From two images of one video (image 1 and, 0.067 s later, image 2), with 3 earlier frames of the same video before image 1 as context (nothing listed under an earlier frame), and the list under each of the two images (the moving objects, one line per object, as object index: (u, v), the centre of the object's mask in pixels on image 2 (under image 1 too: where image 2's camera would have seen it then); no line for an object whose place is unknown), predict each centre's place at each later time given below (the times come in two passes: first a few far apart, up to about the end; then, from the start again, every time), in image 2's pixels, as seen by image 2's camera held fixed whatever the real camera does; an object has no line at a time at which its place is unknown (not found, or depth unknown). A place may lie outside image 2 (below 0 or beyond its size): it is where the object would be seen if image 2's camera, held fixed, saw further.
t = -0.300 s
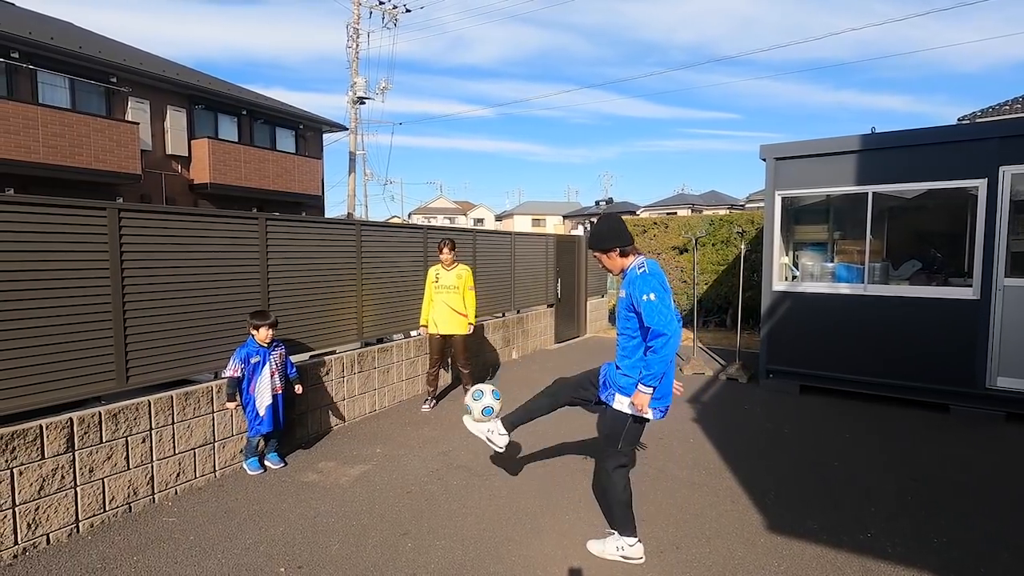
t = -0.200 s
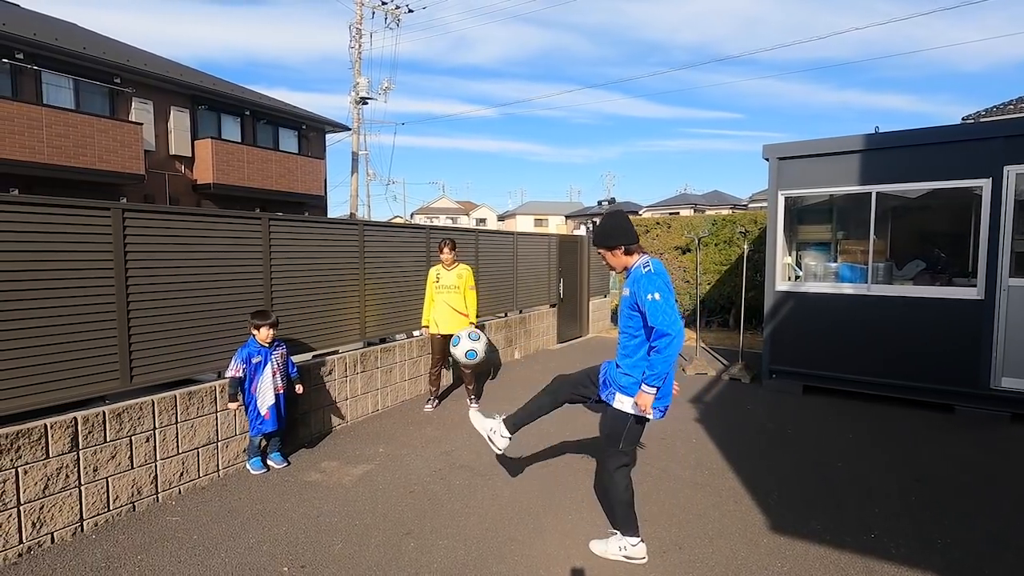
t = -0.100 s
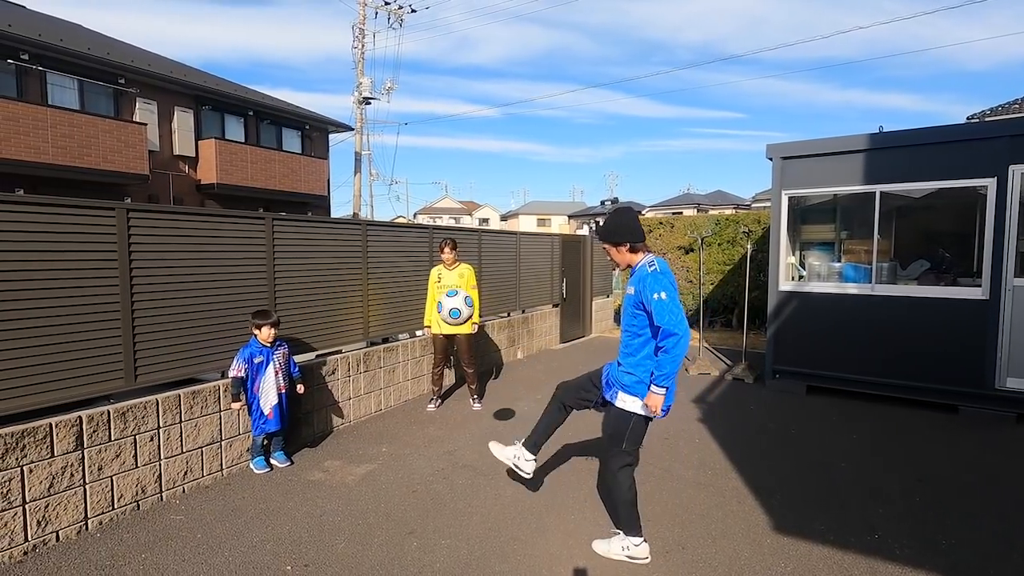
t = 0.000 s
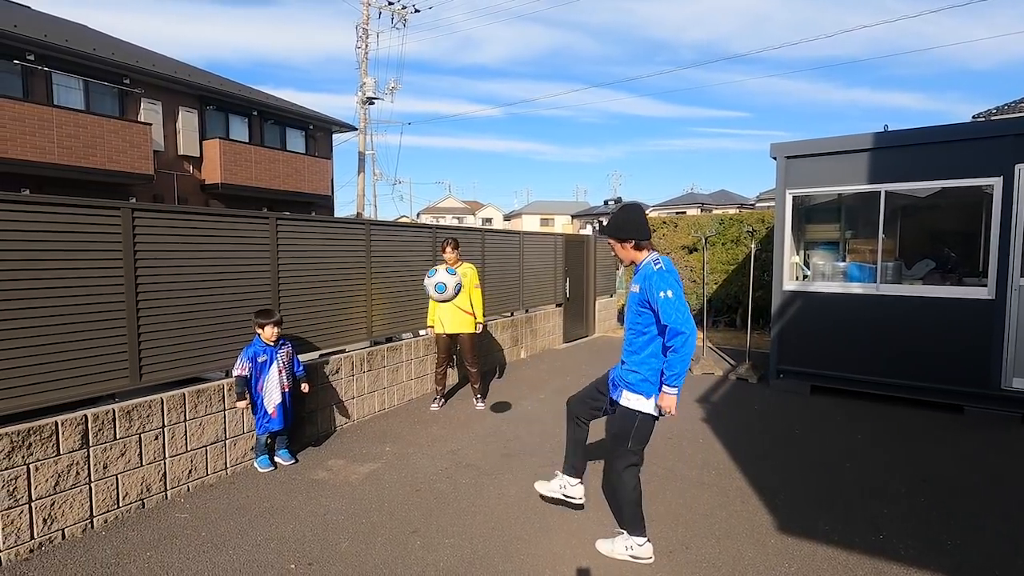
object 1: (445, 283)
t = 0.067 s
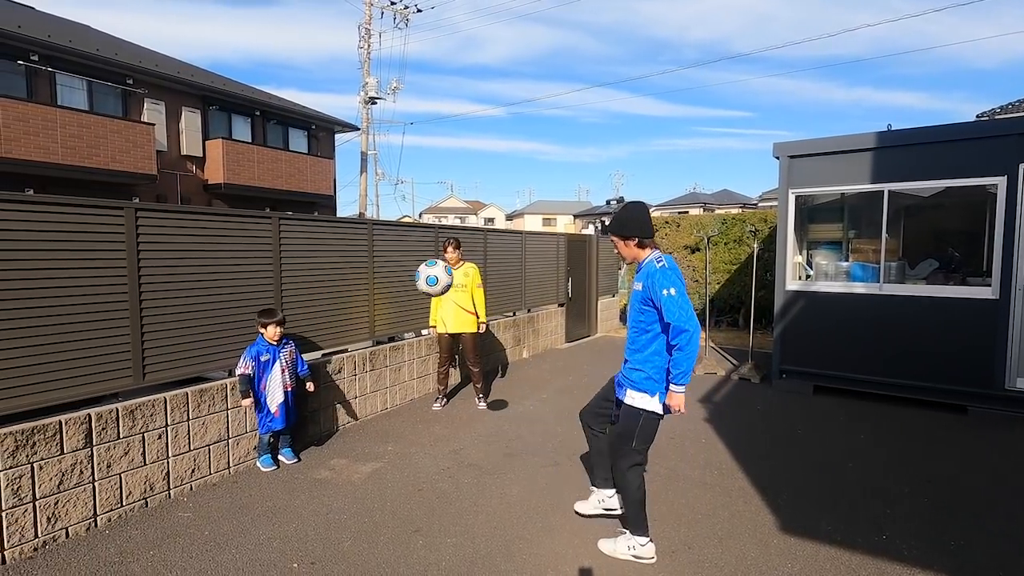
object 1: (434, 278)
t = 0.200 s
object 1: (413, 290)
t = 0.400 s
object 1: (382, 362)
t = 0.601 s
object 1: (355, 496)
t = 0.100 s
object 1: (428, 278)
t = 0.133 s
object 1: (423, 280)
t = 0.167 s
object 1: (418, 283)
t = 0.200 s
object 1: (413, 290)
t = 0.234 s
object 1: (408, 297)
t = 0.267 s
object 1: (402, 306)
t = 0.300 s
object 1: (397, 318)
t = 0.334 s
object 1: (392, 331)
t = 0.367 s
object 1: (387, 345)
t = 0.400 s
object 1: (382, 362)
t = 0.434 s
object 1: (377, 381)
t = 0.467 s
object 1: (372, 400)
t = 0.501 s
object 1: (368, 422)
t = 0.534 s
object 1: (363, 445)
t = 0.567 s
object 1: (358, 470)
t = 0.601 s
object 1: (355, 496)
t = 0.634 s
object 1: (352, 482)
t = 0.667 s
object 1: (348, 464)
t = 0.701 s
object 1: (346, 447)
